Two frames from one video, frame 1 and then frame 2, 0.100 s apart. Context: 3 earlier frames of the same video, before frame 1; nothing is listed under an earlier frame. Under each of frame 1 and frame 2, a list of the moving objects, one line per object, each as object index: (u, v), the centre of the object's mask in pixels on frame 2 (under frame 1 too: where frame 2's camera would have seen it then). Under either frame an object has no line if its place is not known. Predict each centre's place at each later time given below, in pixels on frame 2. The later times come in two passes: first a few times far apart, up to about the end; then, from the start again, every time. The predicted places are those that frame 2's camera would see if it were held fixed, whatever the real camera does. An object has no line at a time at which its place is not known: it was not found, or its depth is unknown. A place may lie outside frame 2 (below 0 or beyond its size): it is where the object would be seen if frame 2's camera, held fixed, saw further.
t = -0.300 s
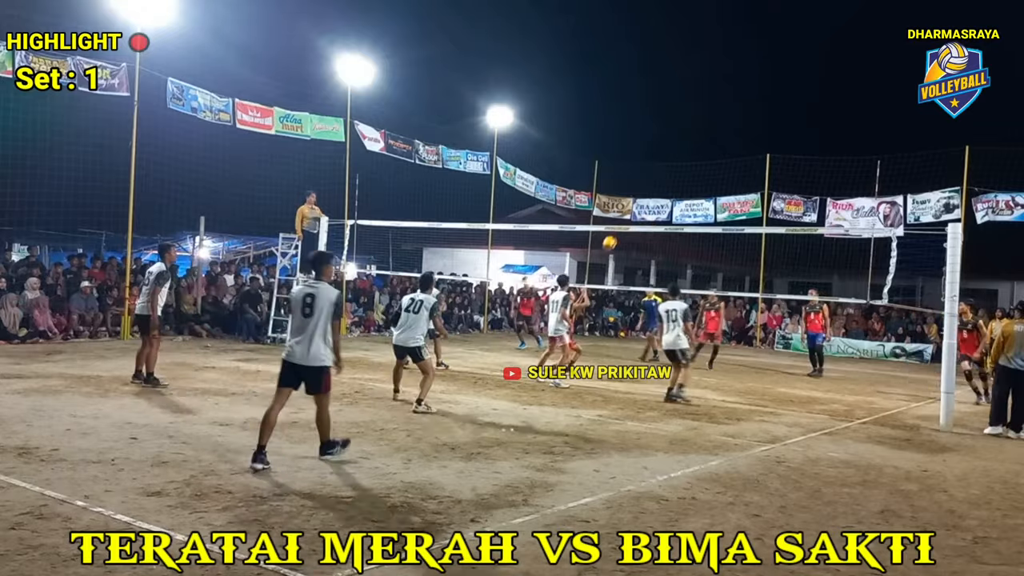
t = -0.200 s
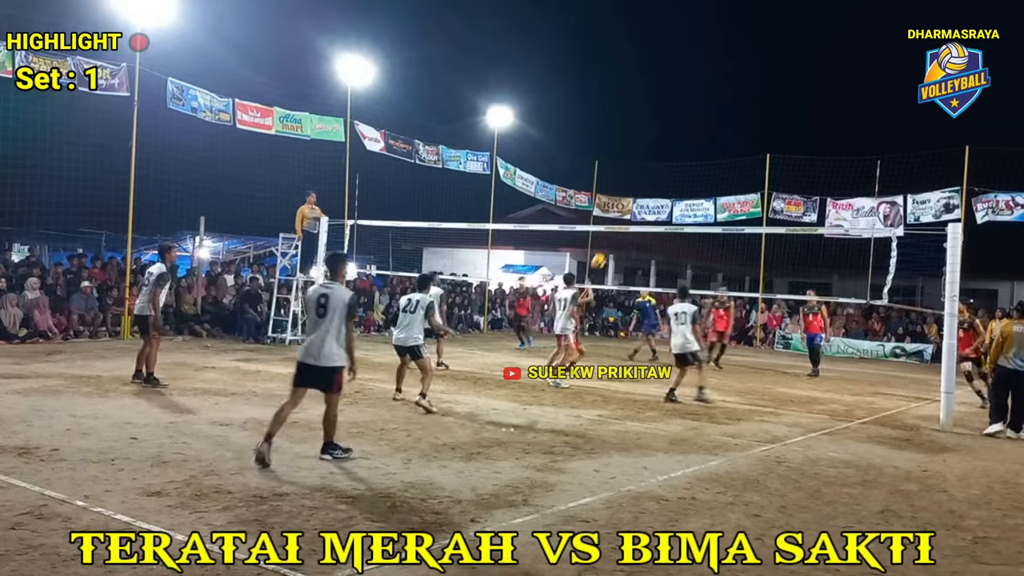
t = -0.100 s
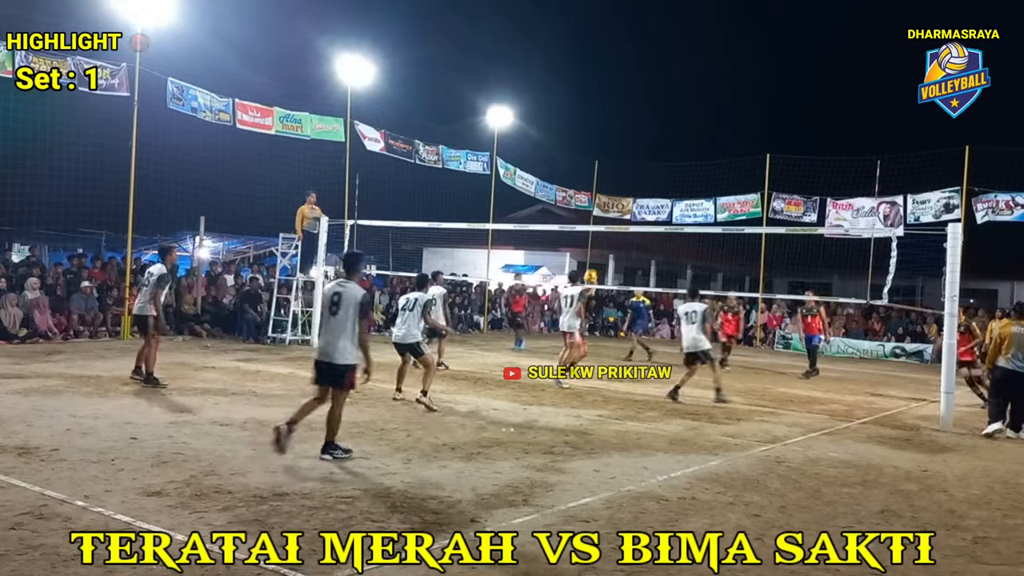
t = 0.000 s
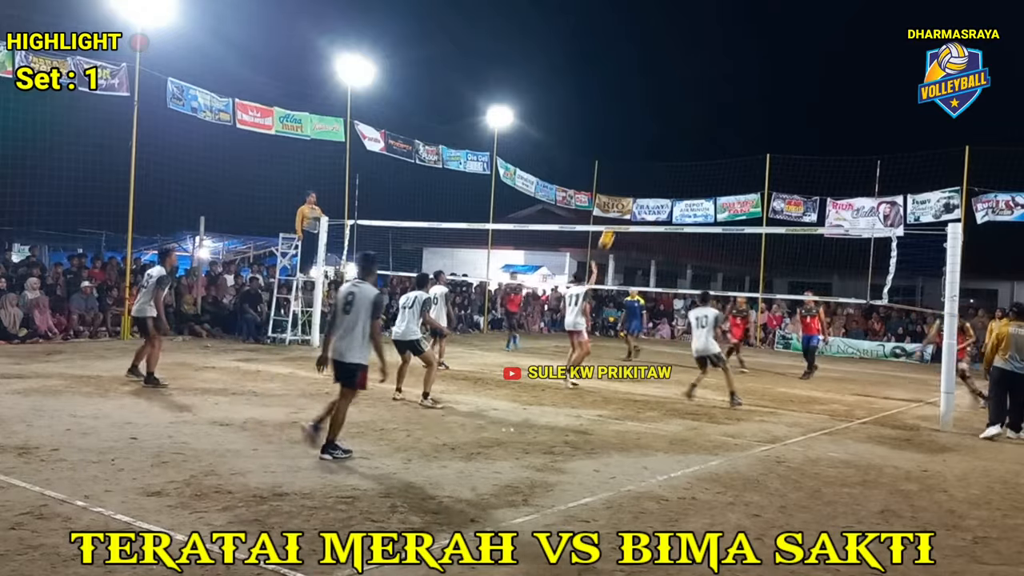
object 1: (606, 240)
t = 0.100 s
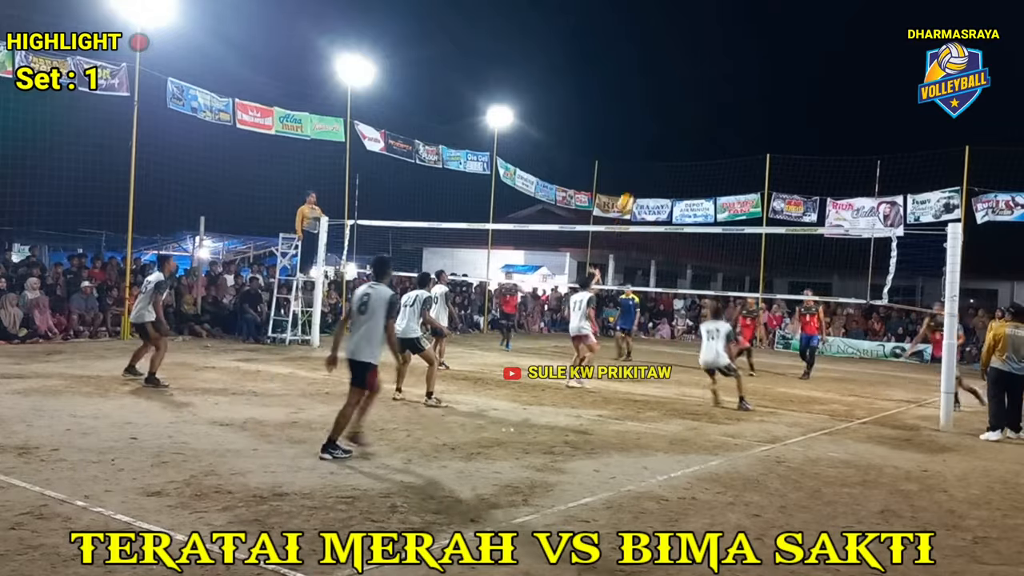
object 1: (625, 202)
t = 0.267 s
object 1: (655, 154)
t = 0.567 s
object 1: (708, 108)
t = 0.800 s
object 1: (749, 111)
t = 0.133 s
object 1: (631, 190)
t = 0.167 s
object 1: (637, 182)
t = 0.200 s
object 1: (643, 171)
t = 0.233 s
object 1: (649, 162)
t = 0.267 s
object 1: (655, 154)
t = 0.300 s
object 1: (661, 146)
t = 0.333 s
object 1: (667, 139)
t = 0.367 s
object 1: (673, 132)
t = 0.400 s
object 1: (678, 127)
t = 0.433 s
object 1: (684, 122)
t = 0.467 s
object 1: (690, 117)
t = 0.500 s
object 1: (696, 114)
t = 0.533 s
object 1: (702, 110)
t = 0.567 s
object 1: (708, 108)
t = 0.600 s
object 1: (713, 106)
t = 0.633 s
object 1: (719, 105)
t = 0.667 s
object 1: (725, 105)
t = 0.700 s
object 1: (731, 105)
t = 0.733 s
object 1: (737, 106)
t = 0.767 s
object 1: (743, 108)
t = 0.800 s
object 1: (749, 111)
